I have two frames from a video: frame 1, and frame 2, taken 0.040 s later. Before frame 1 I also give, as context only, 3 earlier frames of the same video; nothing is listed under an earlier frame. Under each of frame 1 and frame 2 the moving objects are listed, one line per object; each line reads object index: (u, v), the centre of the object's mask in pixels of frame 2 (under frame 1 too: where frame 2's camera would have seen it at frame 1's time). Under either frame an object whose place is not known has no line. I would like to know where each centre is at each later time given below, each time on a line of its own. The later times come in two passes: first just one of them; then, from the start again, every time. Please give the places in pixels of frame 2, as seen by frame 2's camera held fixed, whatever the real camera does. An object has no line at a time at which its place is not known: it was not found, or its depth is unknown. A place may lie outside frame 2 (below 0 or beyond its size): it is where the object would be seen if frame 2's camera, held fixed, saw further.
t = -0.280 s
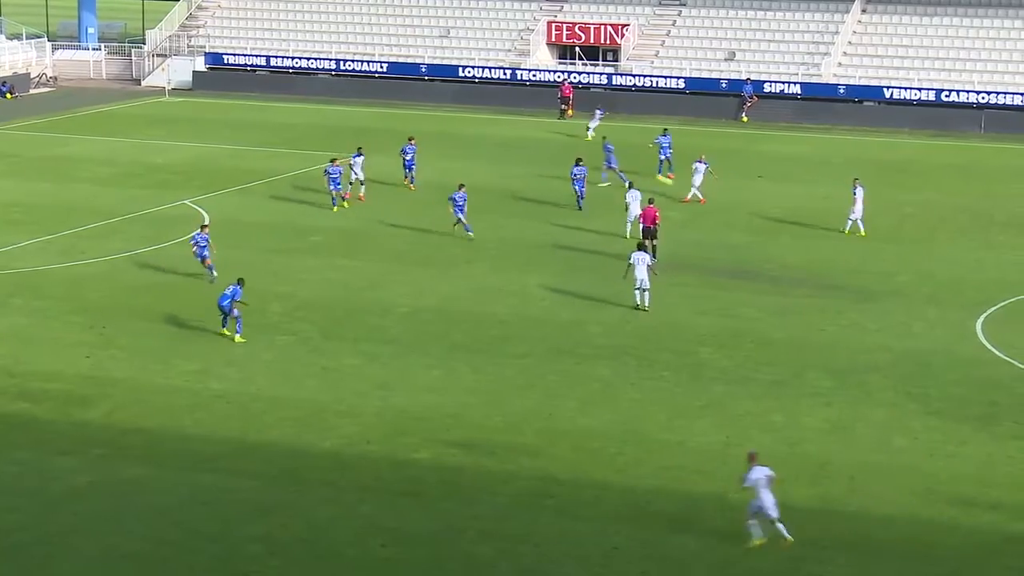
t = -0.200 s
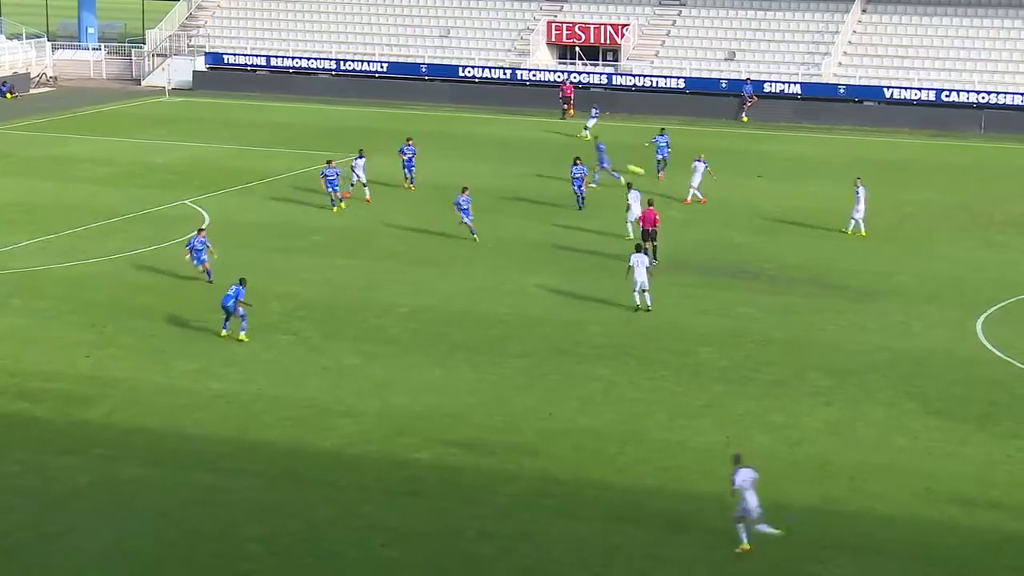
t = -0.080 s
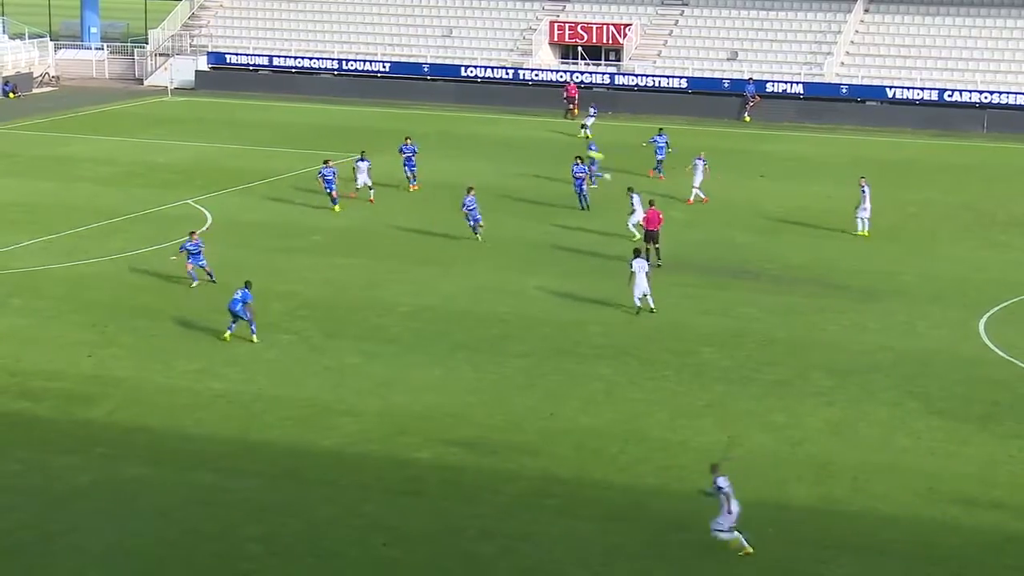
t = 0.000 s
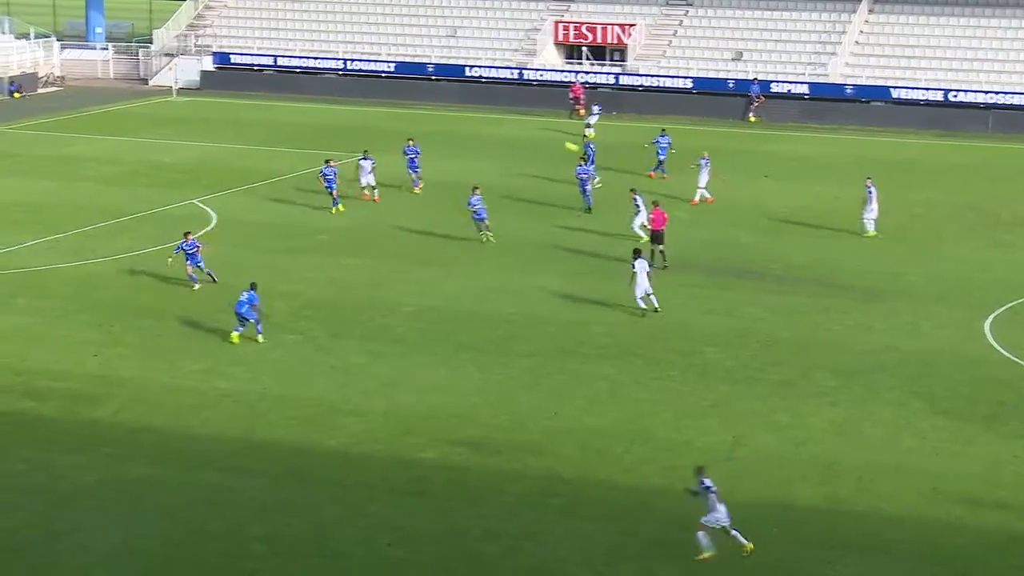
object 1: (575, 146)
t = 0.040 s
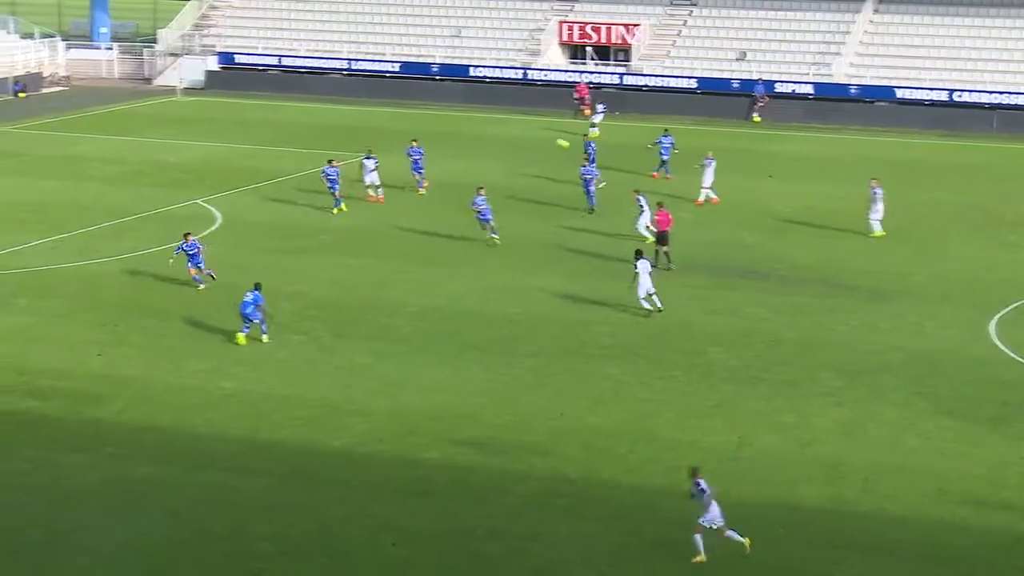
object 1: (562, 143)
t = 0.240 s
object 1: (493, 128)
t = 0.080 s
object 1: (548, 139)
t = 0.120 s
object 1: (535, 136)
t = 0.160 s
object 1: (521, 133)
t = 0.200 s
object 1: (507, 129)
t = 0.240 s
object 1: (493, 128)
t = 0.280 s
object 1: (479, 126)
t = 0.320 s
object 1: (465, 123)
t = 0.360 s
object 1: (451, 123)
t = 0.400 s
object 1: (436, 122)
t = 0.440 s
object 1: (422, 121)
